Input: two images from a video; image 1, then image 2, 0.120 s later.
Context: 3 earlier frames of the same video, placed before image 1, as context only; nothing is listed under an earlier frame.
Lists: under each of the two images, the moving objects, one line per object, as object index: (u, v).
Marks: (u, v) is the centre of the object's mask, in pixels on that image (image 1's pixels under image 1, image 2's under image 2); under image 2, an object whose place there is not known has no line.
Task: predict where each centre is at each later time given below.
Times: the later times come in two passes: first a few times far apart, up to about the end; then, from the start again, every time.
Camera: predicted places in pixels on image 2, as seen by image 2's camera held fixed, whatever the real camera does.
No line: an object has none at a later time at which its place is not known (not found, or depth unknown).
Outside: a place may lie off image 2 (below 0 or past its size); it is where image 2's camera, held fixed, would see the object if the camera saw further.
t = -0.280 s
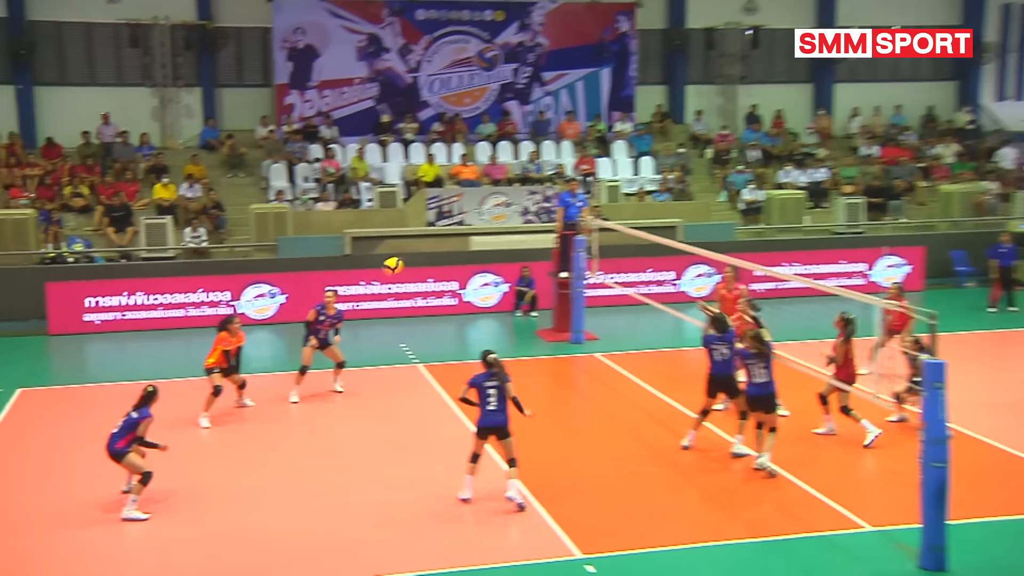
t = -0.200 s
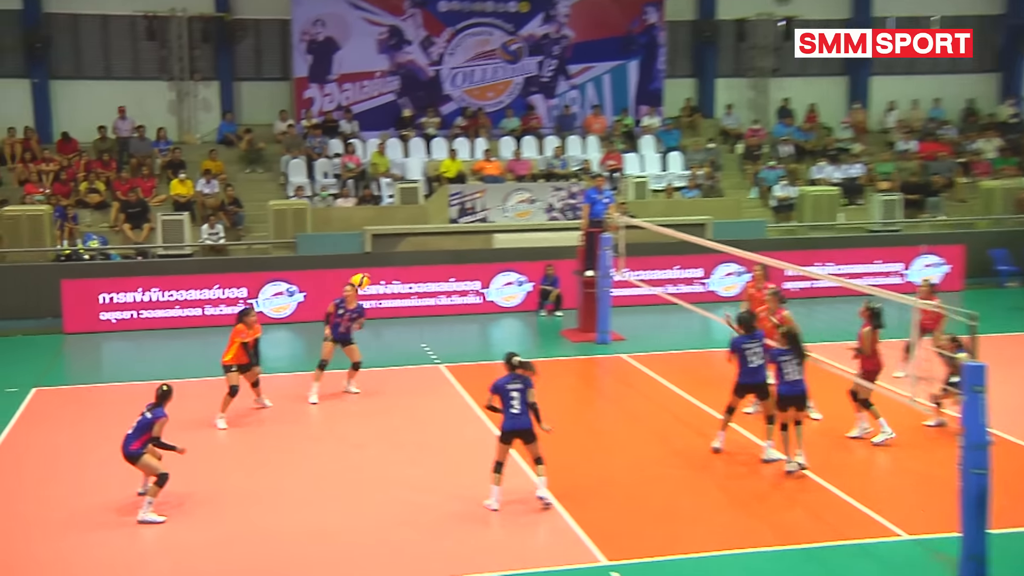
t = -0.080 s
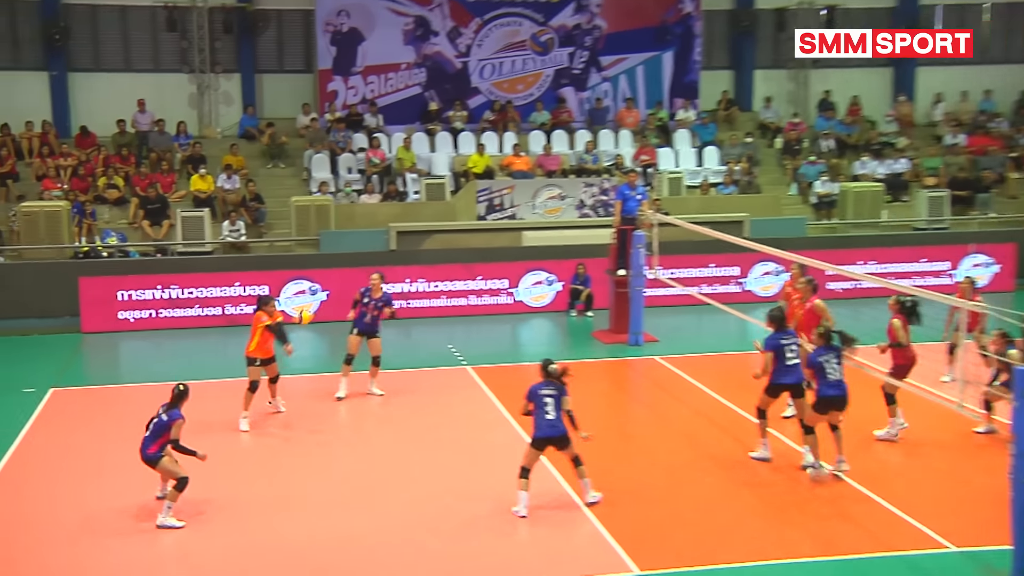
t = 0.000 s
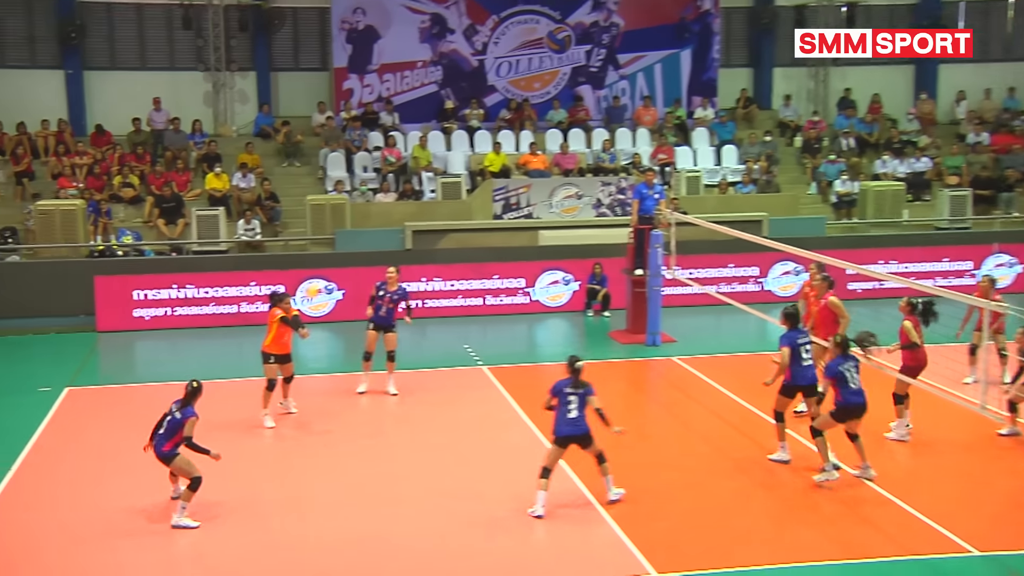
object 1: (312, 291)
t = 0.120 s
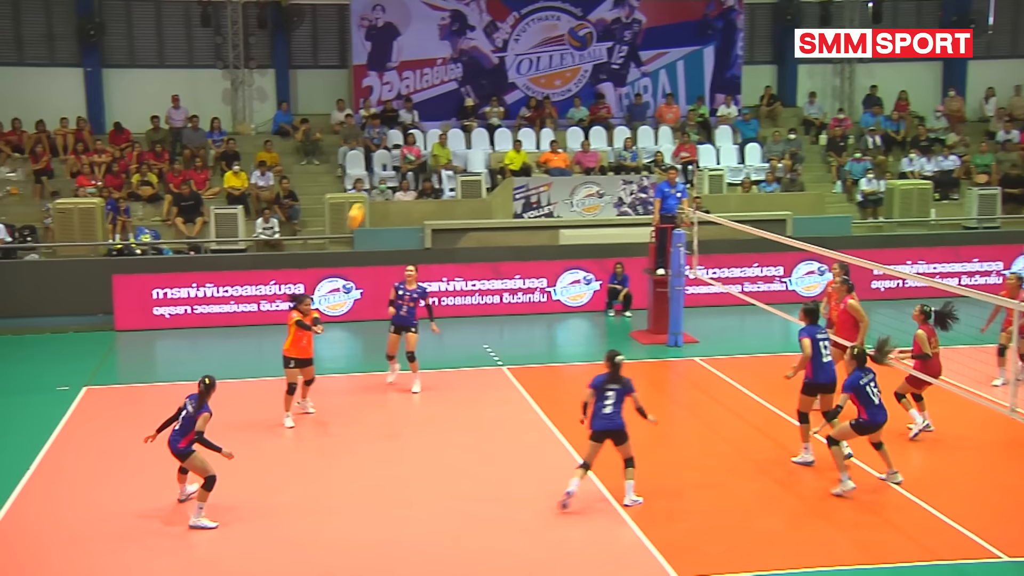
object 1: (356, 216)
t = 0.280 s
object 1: (392, 132)
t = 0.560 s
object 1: (454, 31)
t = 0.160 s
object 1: (366, 191)
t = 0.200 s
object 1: (374, 171)
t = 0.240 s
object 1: (384, 149)
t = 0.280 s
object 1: (392, 132)
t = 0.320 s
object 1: (401, 113)
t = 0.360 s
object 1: (410, 97)
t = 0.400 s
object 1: (419, 81)
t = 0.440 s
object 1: (428, 66)
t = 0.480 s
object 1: (436, 54)
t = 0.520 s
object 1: (445, 40)
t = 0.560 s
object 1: (454, 31)
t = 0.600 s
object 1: (463, 22)
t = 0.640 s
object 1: (472, 14)
